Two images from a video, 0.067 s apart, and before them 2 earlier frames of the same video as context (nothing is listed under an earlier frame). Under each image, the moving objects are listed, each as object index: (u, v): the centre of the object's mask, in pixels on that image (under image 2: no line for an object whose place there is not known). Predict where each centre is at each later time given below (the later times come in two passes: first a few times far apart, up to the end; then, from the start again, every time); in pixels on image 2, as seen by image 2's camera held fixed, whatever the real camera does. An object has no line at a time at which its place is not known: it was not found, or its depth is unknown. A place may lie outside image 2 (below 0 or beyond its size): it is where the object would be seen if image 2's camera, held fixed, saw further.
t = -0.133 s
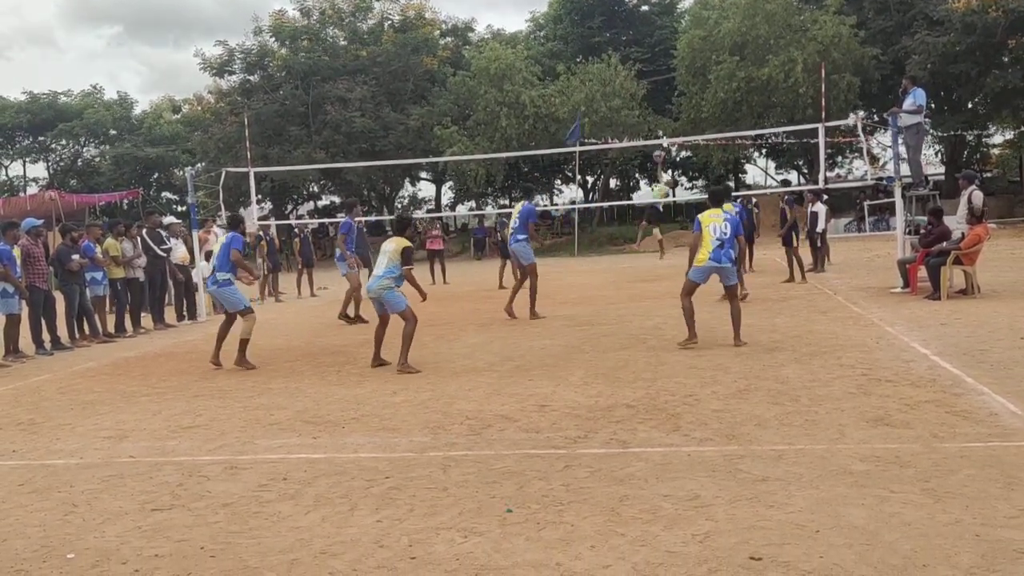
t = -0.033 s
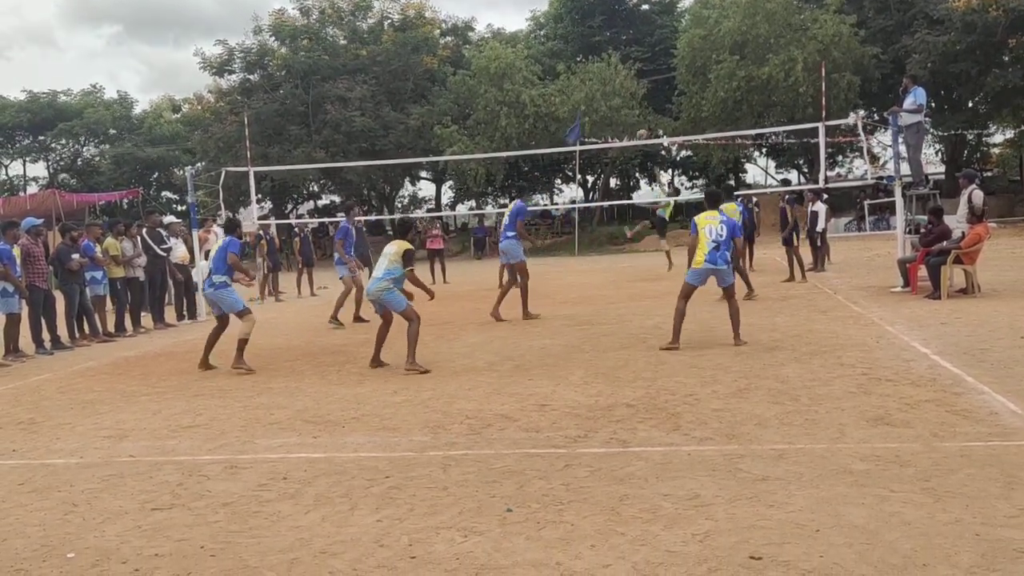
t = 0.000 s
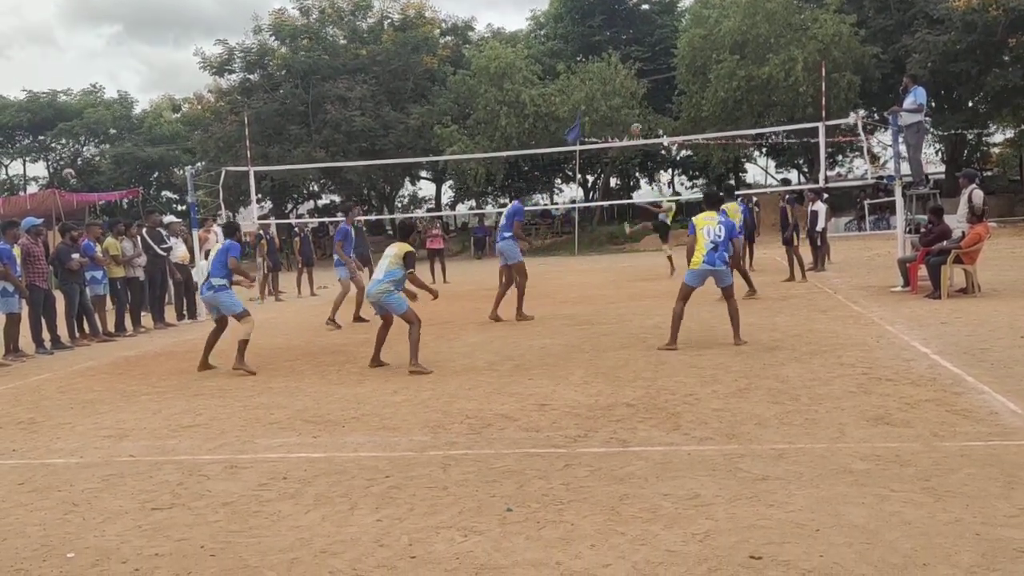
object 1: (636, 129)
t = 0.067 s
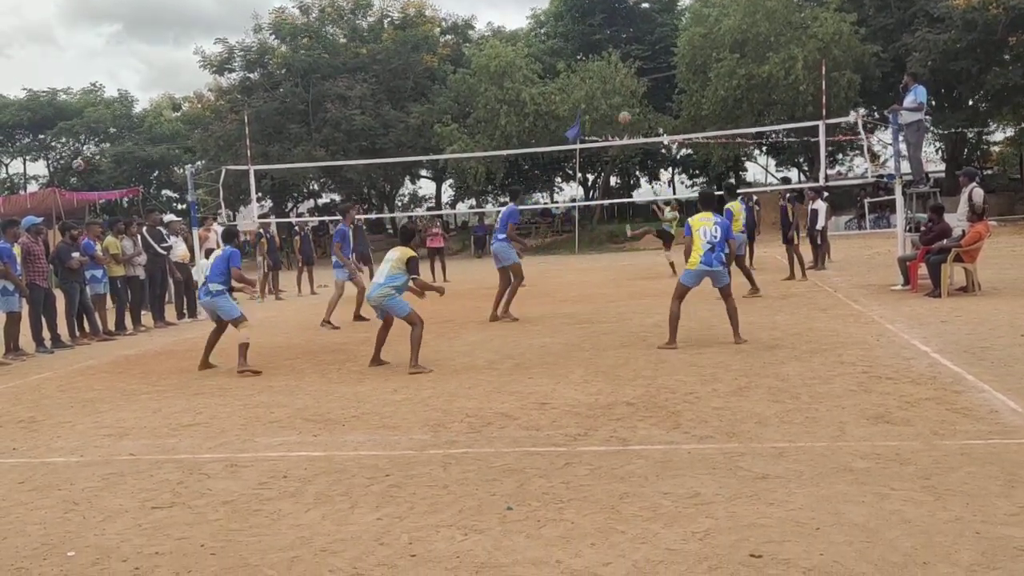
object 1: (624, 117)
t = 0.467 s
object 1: (538, 120)
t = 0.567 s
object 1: (511, 143)
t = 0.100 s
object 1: (619, 113)
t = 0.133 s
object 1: (612, 110)
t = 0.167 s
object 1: (605, 107)
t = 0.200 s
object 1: (598, 104)
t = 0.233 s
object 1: (592, 104)
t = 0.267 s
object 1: (585, 103)
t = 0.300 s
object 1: (578, 103)
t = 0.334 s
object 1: (570, 103)
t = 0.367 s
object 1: (562, 108)
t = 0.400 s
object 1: (554, 110)
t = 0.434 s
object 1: (546, 115)
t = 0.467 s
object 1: (538, 120)
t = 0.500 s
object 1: (529, 127)
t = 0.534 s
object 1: (521, 134)
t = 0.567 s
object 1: (511, 143)
